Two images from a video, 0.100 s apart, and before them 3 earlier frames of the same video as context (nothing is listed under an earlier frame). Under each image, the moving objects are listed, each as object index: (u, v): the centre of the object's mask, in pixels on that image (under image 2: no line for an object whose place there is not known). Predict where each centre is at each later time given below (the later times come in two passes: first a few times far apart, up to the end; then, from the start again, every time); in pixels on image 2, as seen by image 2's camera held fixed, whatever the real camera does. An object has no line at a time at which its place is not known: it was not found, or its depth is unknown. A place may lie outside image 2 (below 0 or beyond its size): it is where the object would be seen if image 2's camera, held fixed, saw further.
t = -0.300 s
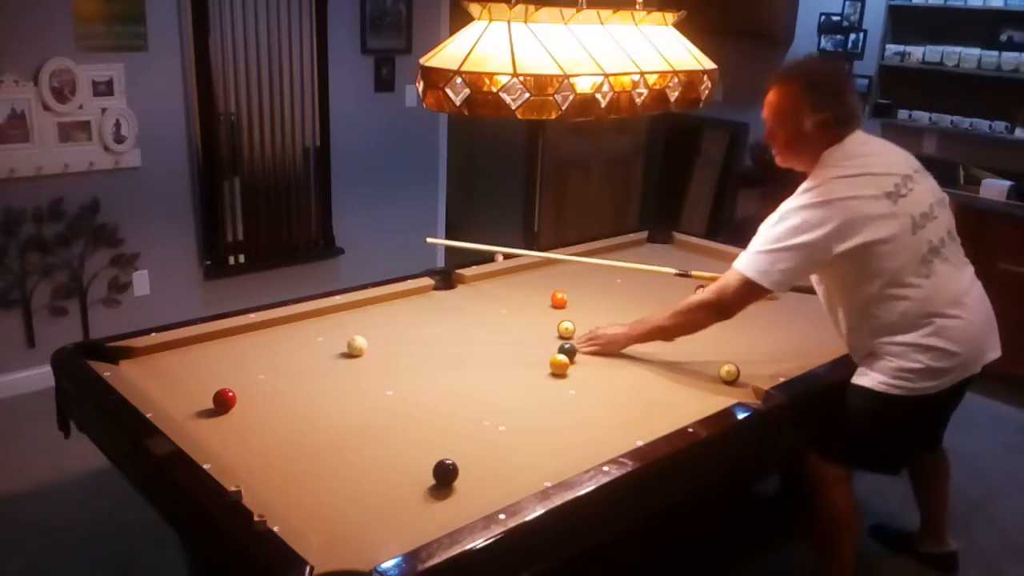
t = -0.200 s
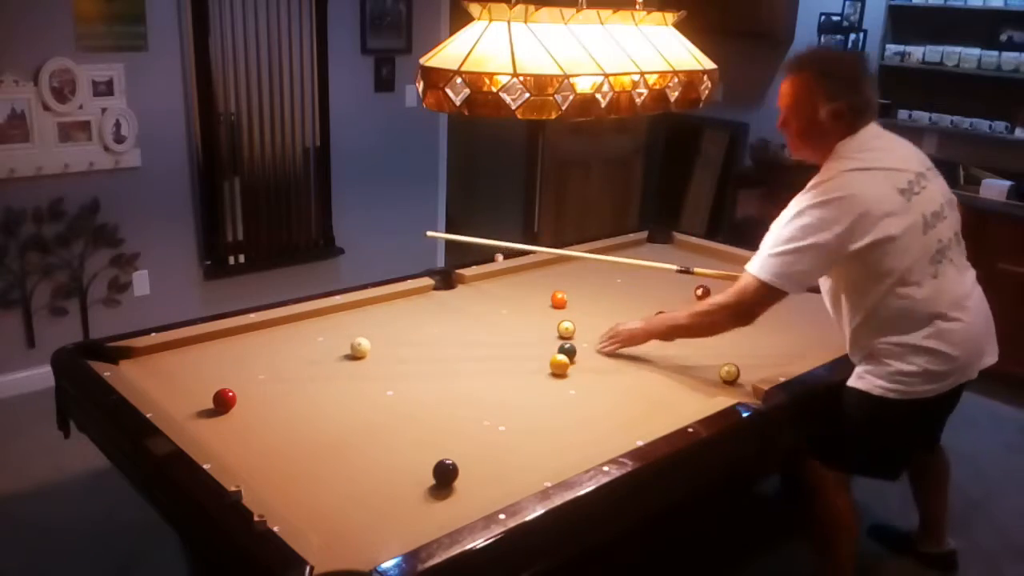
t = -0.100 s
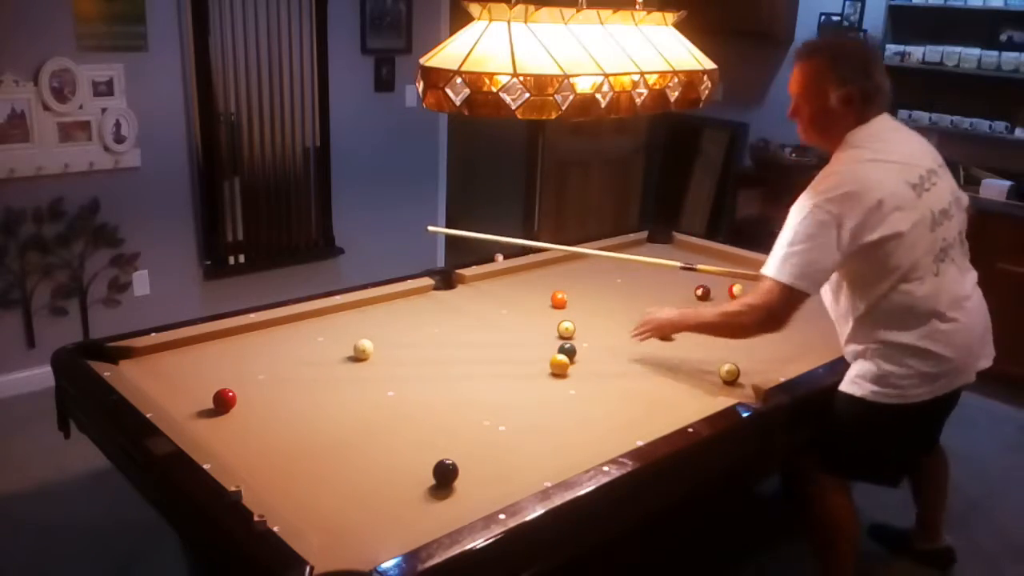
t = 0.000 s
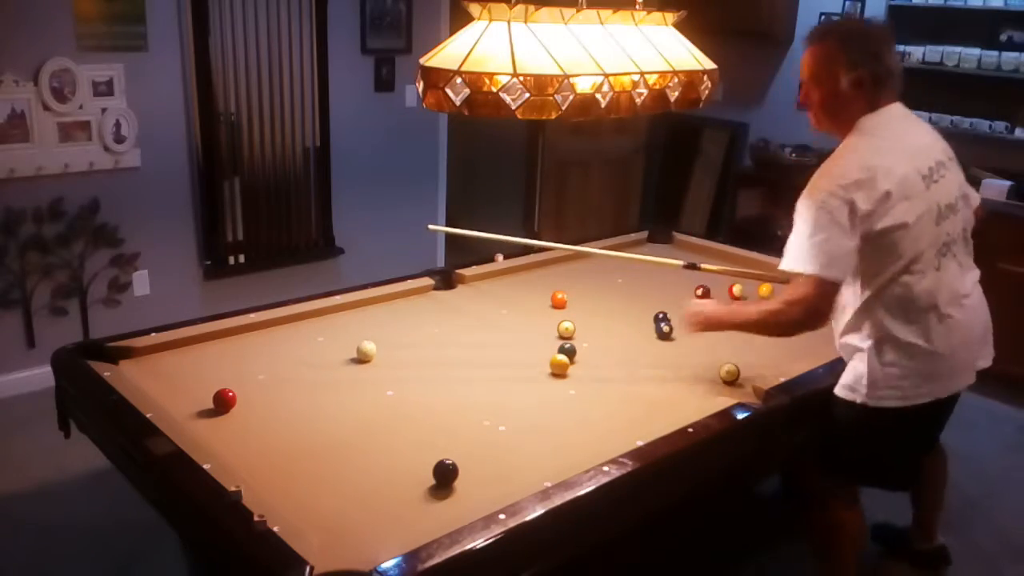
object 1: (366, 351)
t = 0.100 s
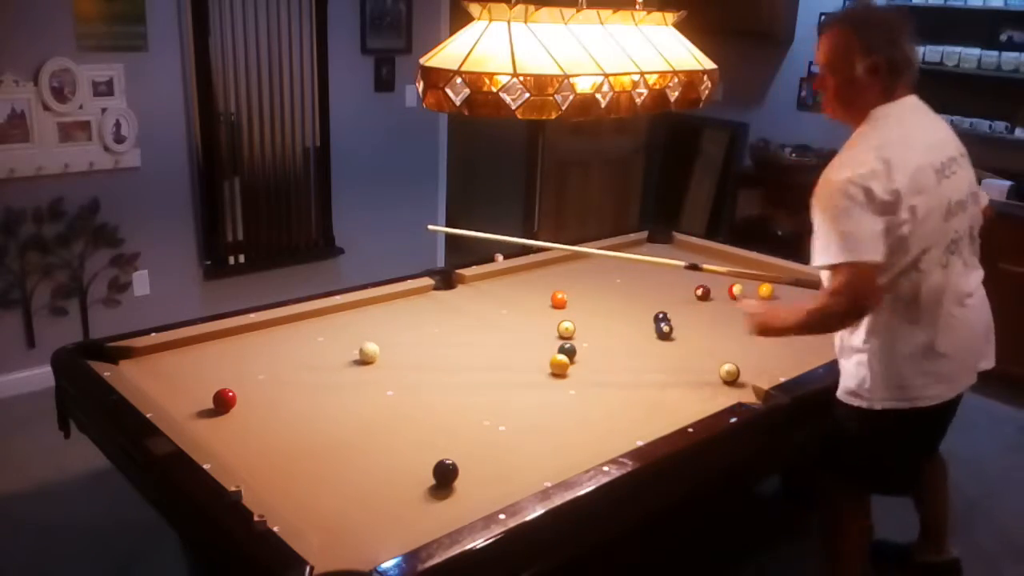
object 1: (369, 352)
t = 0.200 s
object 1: (371, 354)
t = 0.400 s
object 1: (376, 356)
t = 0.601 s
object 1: (379, 358)
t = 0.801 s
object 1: (383, 360)
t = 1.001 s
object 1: (386, 362)
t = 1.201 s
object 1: (389, 363)
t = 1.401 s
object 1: (390, 364)
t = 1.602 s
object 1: (390, 364)
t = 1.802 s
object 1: (390, 364)
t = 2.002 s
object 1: (390, 364)
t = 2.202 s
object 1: (390, 364)
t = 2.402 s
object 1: (390, 364)
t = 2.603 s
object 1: (390, 364)
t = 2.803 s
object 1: (390, 364)
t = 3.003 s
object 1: (390, 364)
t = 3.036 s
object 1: (390, 364)
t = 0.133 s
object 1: (369, 353)
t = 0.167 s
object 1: (370, 353)
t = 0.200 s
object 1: (371, 354)
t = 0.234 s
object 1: (372, 354)
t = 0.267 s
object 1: (373, 354)
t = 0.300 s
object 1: (374, 355)
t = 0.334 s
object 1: (375, 355)
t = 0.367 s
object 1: (375, 356)
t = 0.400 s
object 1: (376, 356)
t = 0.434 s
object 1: (377, 357)
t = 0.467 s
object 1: (377, 357)
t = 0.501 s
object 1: (378, 357)
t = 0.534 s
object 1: (378, 358)
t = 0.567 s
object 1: (379, 358)
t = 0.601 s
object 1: (379, 358)
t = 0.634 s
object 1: (380, 359)
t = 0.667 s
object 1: (381, 359)
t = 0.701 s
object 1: (382, 359)
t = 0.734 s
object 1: (382, 360)
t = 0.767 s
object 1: (382, 360)
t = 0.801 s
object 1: (383, 360)
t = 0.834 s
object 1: (383, 361)
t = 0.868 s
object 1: (384, 361)
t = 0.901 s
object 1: (385, 361)
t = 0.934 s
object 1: (385, 362)
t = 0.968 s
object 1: (385, 362)
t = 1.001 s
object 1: (386, 362)
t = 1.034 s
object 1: (386, 362)
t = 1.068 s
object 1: (387, 362)
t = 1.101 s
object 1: (387, 362)
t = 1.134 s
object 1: (388, 363)
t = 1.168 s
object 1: (388, 363)
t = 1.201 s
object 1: (389, 363)
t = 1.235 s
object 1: (389, 363)
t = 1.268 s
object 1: (389, 363)
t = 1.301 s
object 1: (389, 363)
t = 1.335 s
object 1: (389, 364)
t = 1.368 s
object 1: (390, 364)
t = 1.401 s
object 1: (390, 364)
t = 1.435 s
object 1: (390, 364)
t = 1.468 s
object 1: (390, 364)
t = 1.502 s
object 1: (390, 364)
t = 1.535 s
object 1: (390, 364)
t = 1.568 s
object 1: (390, 364)
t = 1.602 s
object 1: (390, 364)
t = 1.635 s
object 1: (390, 364)
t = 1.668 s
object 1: (390, 364)
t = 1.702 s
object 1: (390, 364)
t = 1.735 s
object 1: (390, 364)
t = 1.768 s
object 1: (390, 364)
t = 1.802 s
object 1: (390, 364)
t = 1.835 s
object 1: (390, 364)
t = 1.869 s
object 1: (390, 364)
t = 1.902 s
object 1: (390, 364)
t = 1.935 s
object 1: (390, 364)
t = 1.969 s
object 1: (390, 364)
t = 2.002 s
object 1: (390, 364)
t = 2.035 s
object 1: (390, 364)
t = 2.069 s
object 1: (390, 364)
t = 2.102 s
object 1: (390, 364)
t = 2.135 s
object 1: (390, 364)
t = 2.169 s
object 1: (390, 364)
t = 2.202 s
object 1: (390, 364)
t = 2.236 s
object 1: (390, 364)
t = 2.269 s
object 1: (390, 364)
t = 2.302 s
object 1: (390, 364)
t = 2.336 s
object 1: (390, 364)
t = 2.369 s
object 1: (390, 364)
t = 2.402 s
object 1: (390, 364)
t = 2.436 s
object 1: (390, 364)
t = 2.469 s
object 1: (390, 364)
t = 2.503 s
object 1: (390, 364)
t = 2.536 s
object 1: (390, 364)
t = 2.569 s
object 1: (390, 364)
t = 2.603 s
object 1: (390, 364)
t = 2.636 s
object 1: (390, 364)
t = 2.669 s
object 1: (390, 364)
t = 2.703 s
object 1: (390, 364)
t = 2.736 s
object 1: (390, 364)
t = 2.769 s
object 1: (390, 364)
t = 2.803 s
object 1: (390, 364)
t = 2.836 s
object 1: (390, 364)
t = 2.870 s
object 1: (390, 364)
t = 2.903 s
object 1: (390, 364)
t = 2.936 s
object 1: (390, 364)
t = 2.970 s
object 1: (390, 364)
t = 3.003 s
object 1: (390, 364)
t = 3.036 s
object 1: (390, 364)
